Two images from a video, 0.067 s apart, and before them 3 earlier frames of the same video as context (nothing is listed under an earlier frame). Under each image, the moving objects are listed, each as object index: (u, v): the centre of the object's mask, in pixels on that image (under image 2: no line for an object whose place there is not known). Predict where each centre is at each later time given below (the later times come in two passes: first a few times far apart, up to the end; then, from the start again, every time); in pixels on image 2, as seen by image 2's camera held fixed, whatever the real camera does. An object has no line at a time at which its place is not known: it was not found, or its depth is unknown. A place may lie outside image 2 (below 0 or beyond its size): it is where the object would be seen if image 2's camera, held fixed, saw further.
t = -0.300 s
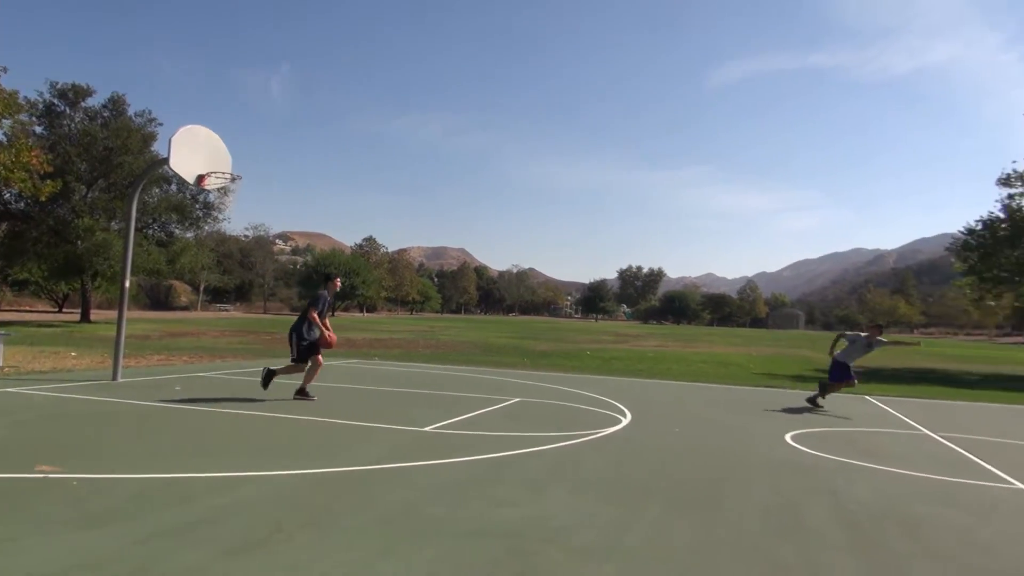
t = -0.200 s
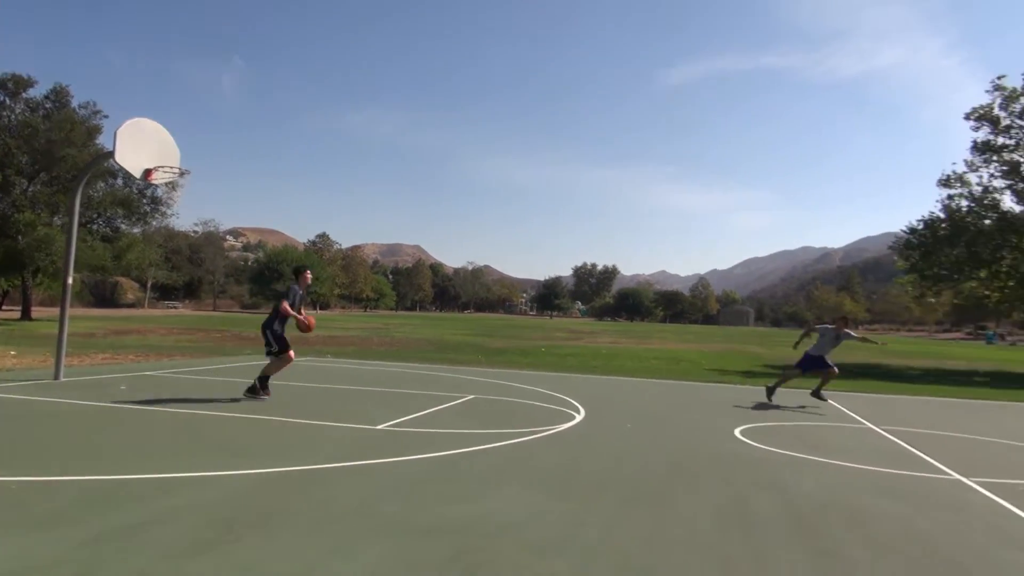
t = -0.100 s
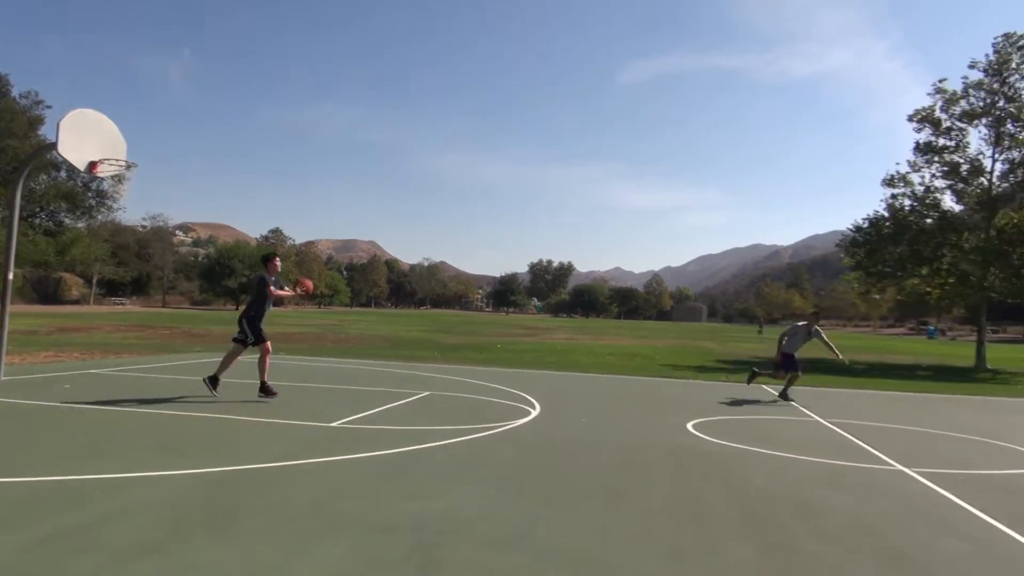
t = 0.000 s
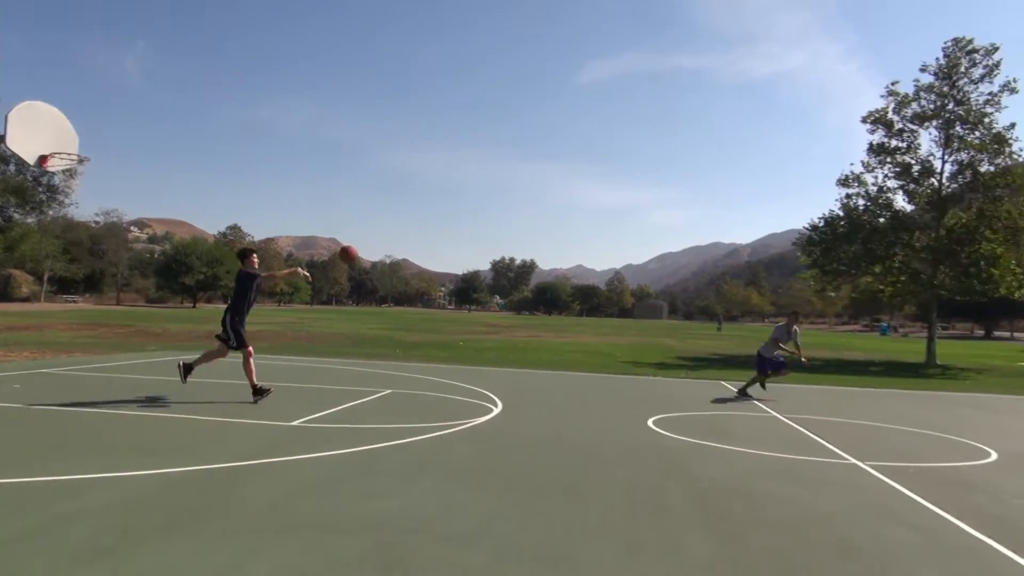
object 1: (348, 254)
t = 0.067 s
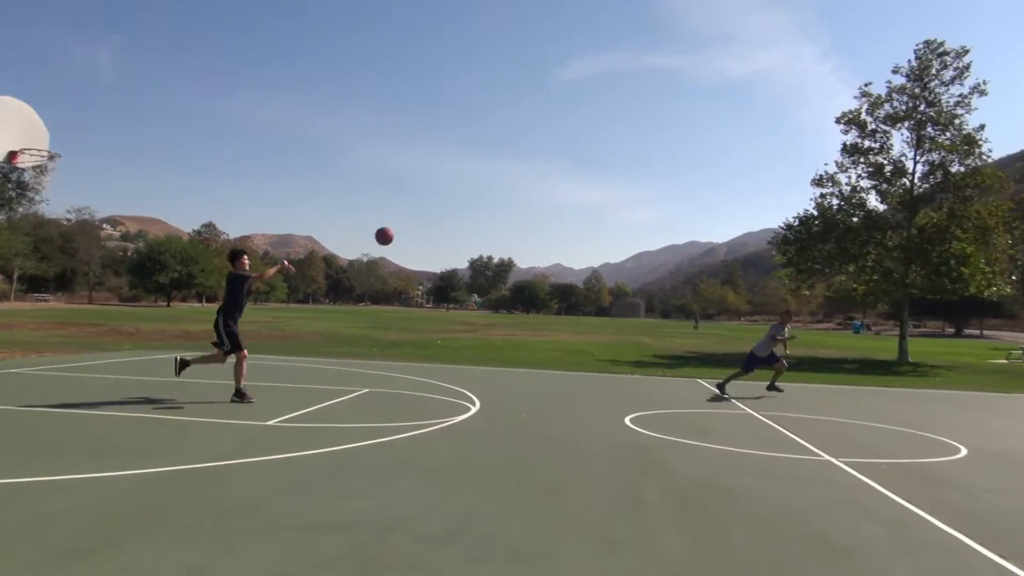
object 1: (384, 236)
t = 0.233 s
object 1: (519, 209)
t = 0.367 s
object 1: (619, 202)
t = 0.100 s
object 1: (412, 229)
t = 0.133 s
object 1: (440, 223)
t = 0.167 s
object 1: (467, 218)
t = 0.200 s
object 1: (494, 213)
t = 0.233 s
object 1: (519, 209)
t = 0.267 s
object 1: (545, 206)
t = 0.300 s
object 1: (570, 204)
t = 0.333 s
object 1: (595, 202)
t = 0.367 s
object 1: (619, 202)
